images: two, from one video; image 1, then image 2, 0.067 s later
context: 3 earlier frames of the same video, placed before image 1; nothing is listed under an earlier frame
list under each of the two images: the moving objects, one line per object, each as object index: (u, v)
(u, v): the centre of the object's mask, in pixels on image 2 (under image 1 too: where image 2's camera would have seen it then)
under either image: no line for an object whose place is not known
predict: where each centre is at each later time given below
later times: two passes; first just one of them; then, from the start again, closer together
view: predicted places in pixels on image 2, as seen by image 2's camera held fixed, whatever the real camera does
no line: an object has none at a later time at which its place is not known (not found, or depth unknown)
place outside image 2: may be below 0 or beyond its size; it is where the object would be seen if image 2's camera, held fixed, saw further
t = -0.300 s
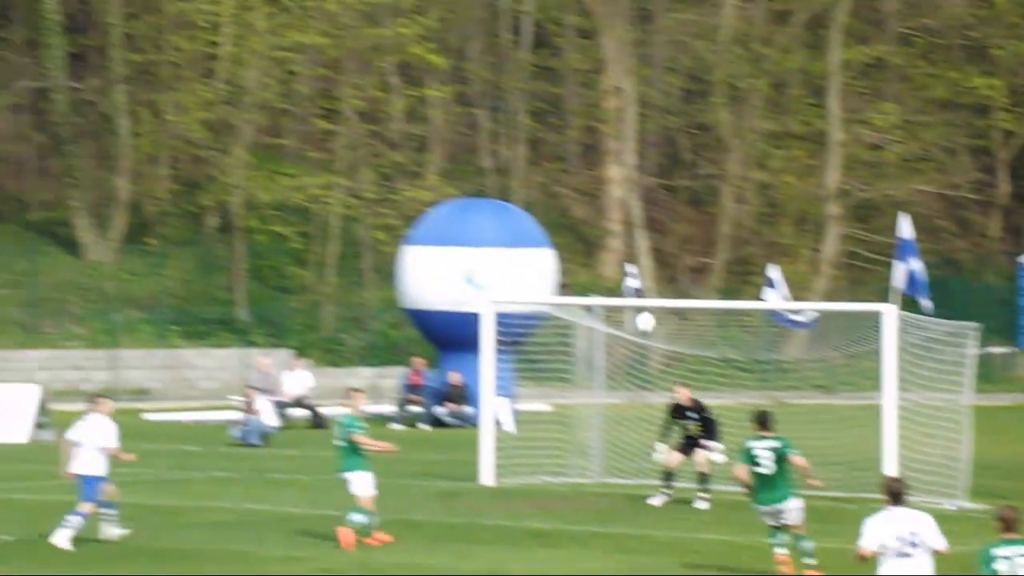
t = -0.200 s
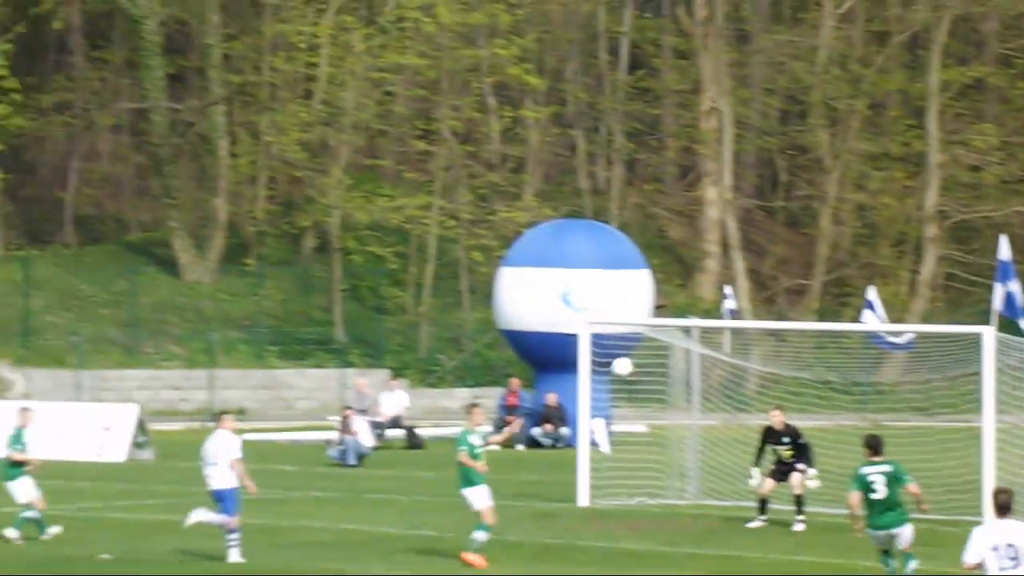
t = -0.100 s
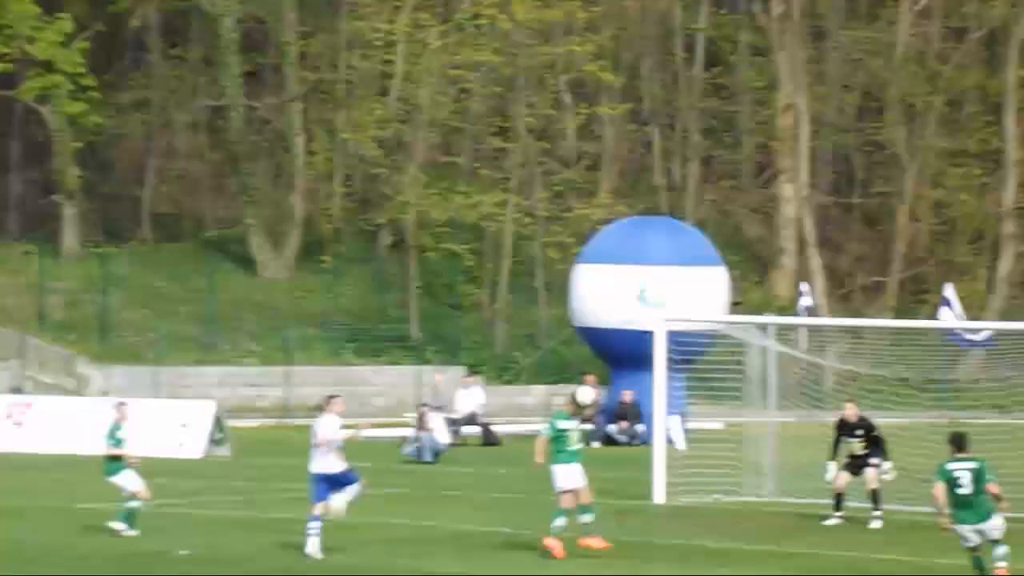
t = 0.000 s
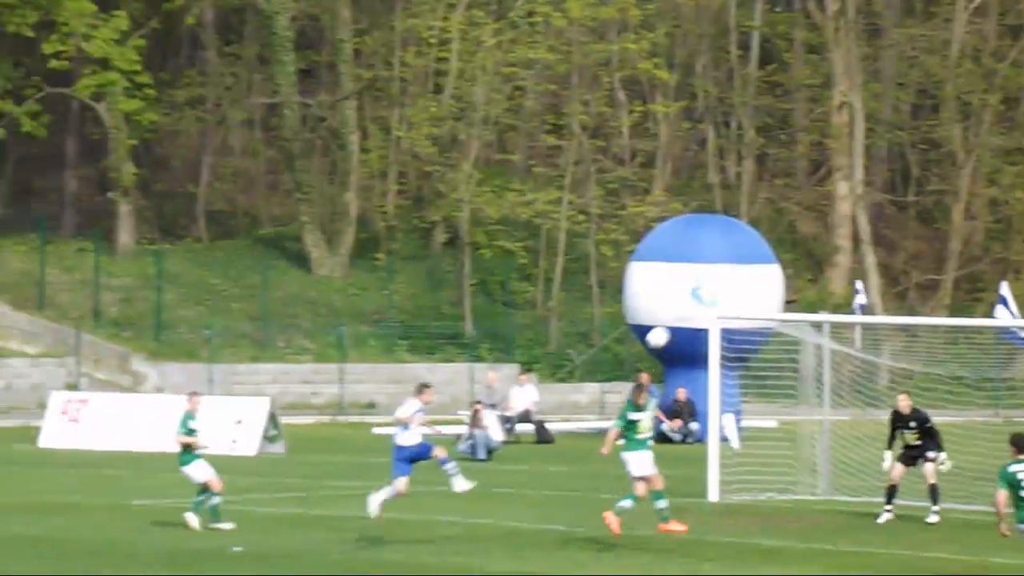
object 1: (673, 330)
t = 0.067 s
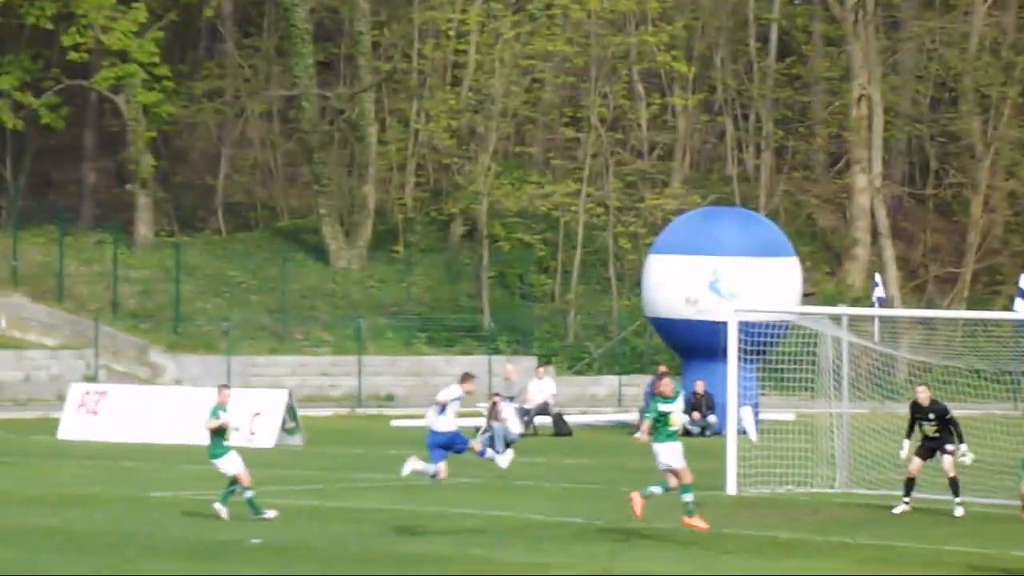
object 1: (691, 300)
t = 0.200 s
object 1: (721, 232)
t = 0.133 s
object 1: (708, 261)
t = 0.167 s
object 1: (714, 245)
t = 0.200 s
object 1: (721, 232)
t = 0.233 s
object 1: (727, 219)
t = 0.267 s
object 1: (734, 207)
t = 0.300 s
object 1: (739, 196)
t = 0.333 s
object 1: (743, 187)
